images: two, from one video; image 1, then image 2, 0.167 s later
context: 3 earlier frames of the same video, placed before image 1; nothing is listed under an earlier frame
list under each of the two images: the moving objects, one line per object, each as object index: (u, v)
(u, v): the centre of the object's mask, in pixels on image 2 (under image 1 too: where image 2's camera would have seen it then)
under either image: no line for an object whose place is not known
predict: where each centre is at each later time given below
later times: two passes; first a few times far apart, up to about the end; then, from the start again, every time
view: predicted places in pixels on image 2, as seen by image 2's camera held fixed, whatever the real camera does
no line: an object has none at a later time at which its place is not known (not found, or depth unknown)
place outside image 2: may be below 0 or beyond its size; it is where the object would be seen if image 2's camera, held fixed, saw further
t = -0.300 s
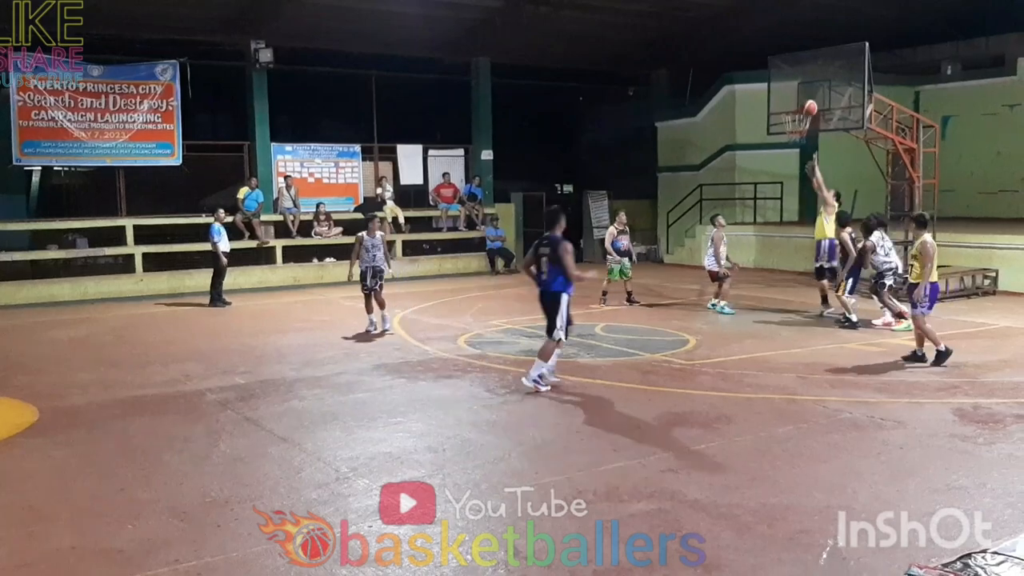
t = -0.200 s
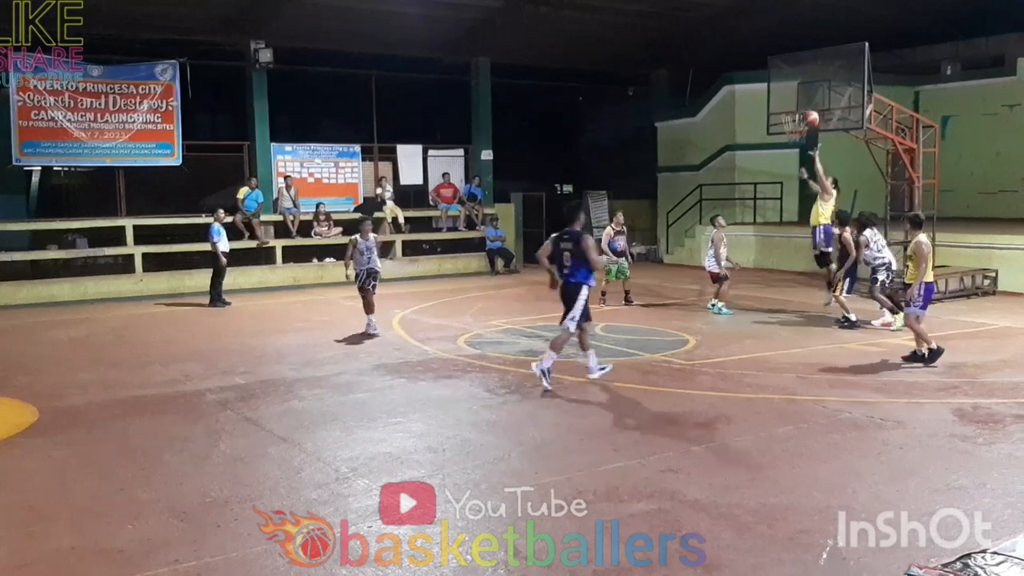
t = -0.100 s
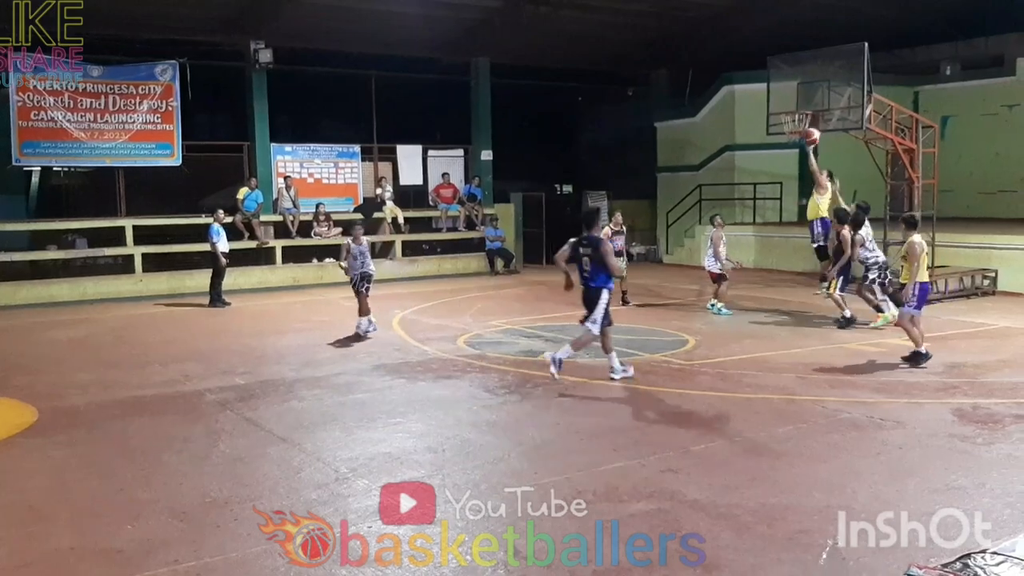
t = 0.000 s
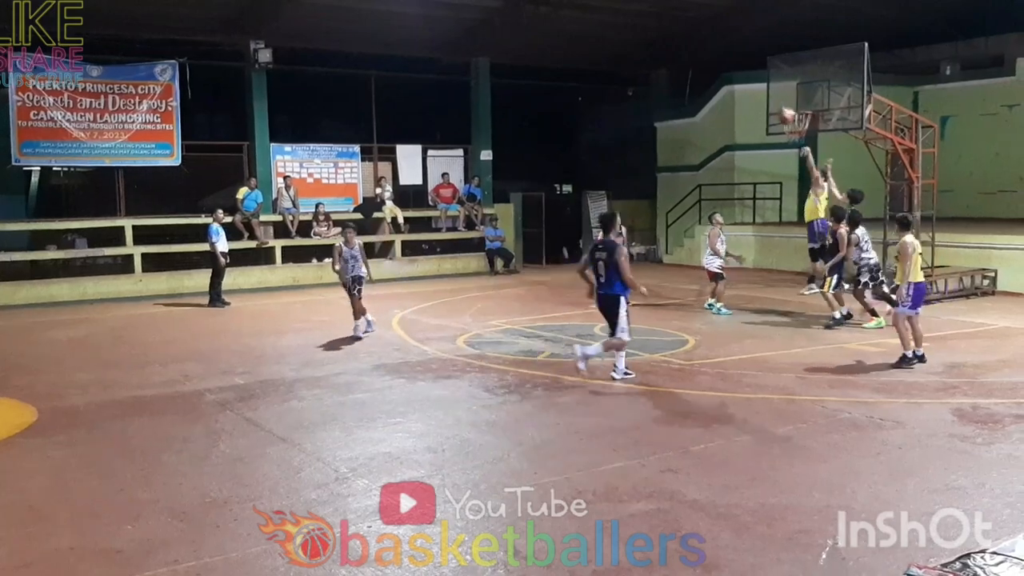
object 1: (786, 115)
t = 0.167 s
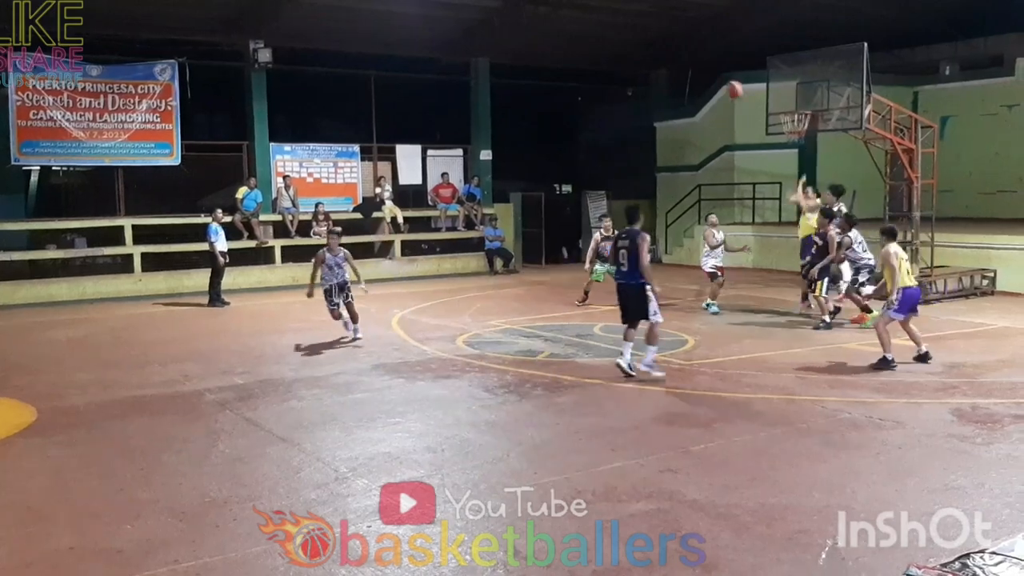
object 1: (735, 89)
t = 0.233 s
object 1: (712, 84)
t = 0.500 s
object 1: (619, 97)
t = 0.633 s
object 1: (569, 124)
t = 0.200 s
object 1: (723, 86)
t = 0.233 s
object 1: (712, 84)
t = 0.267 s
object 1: (701, 83)
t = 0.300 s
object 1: (690, 82)
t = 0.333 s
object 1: (679, 83)
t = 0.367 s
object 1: (667, 84)
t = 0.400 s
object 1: (655, 86)
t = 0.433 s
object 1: (643, 89)
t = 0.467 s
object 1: (631, 92)
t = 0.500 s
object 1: (619, 97)
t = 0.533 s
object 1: (607, 102)
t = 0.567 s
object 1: (594, 108)
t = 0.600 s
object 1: (582, 116)
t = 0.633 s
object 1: (569, 124)
